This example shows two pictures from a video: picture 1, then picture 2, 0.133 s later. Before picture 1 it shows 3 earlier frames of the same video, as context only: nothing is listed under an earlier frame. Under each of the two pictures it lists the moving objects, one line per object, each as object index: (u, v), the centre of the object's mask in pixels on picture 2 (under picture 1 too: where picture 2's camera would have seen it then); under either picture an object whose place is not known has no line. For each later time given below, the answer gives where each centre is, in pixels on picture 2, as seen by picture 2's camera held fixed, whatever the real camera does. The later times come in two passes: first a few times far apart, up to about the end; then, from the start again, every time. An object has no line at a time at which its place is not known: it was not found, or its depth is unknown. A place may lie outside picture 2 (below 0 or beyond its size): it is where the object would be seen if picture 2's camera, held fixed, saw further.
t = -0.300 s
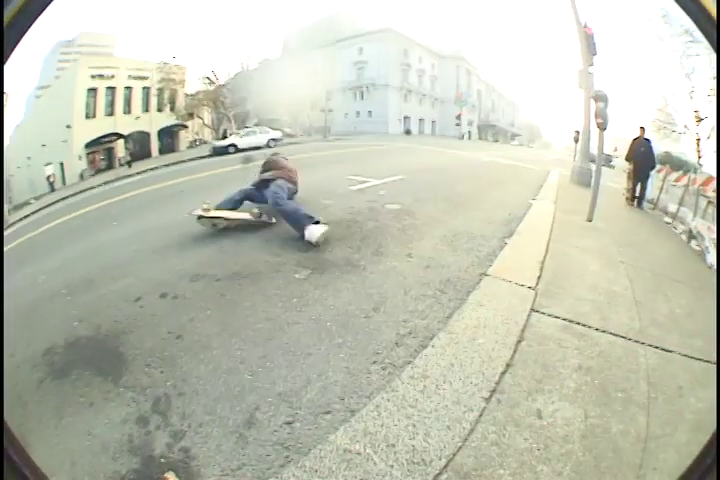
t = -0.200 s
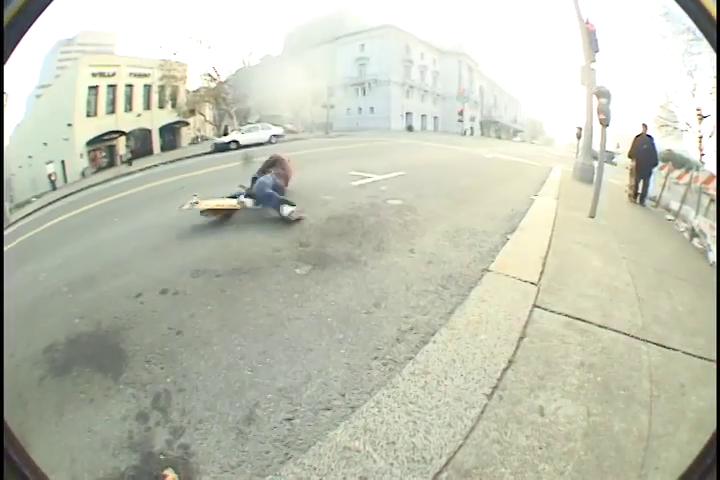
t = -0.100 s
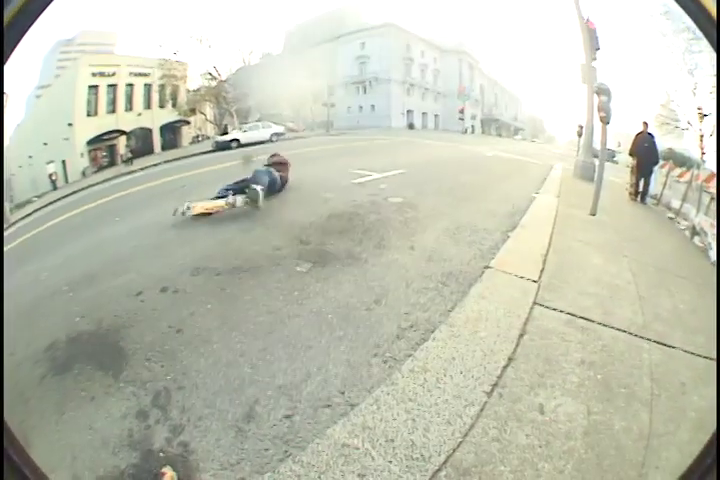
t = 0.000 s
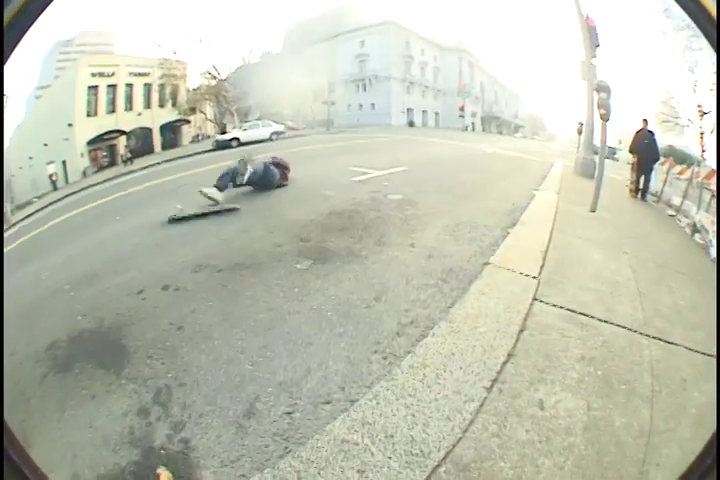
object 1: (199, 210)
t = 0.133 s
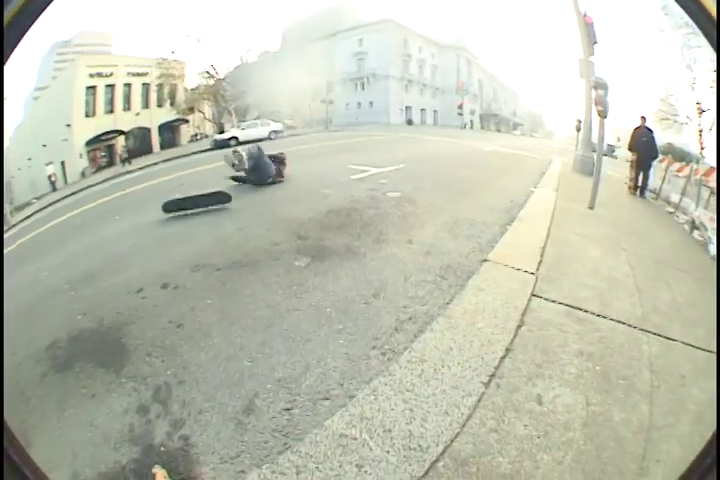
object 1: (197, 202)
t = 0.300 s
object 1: (194, 199)
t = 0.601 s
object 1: (194, 201)
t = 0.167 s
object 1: (196, 202)
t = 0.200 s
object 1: (196, 202)
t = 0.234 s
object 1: (195, 200)
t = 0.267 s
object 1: (195, 200)
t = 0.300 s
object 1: (194, 199)
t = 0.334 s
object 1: (194, 199)
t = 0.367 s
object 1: (193, 199)
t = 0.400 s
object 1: (194, 201)
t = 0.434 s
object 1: (200, 200)
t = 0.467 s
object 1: (198, 201)
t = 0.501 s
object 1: (197, 201)
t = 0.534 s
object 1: (196, 201)
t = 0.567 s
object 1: (194, 202)
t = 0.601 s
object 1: (194, 201)
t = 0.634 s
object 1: (194, 201)
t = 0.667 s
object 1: (191, 202)
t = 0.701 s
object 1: (190, 202)
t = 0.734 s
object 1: (190, 203)
